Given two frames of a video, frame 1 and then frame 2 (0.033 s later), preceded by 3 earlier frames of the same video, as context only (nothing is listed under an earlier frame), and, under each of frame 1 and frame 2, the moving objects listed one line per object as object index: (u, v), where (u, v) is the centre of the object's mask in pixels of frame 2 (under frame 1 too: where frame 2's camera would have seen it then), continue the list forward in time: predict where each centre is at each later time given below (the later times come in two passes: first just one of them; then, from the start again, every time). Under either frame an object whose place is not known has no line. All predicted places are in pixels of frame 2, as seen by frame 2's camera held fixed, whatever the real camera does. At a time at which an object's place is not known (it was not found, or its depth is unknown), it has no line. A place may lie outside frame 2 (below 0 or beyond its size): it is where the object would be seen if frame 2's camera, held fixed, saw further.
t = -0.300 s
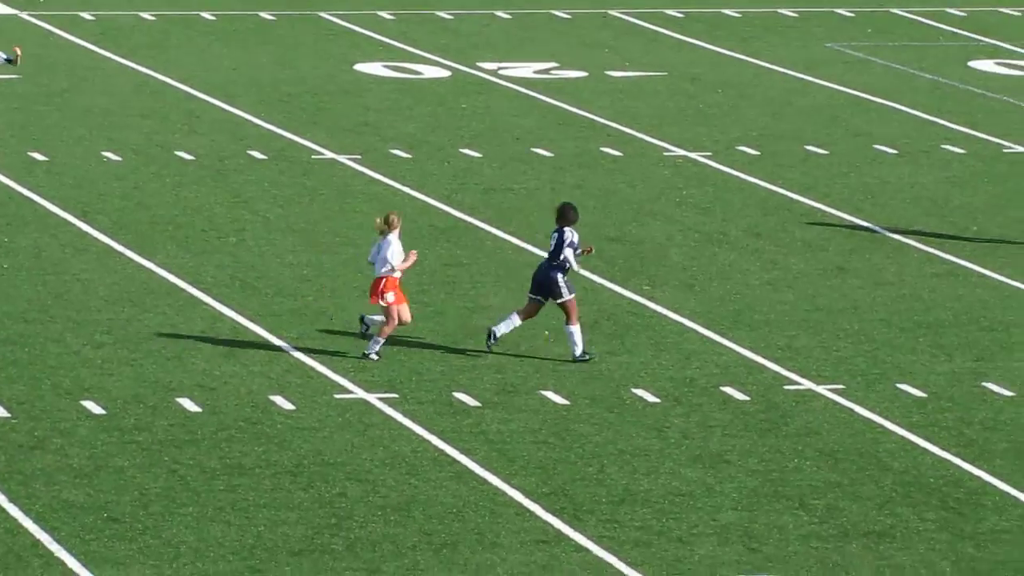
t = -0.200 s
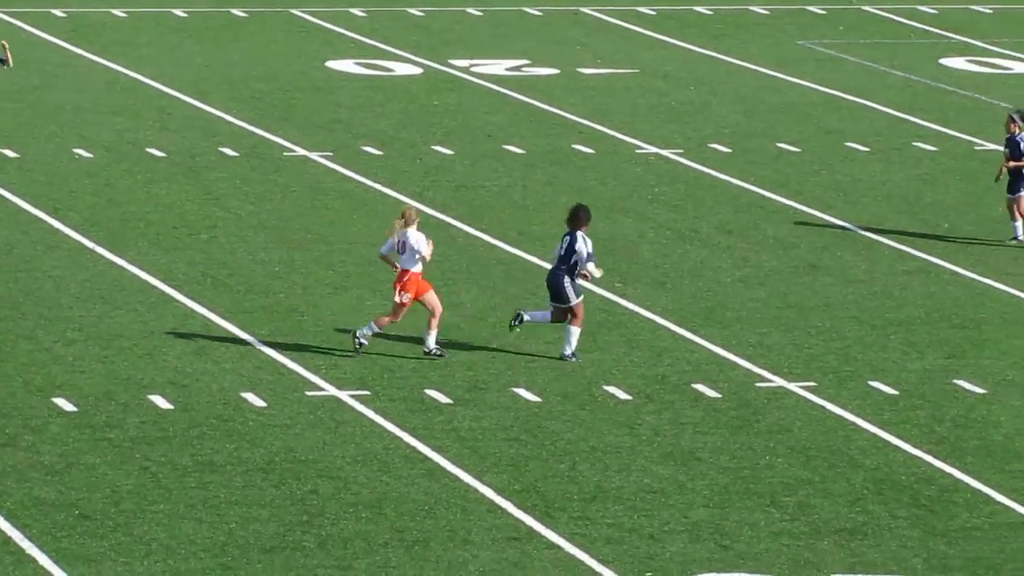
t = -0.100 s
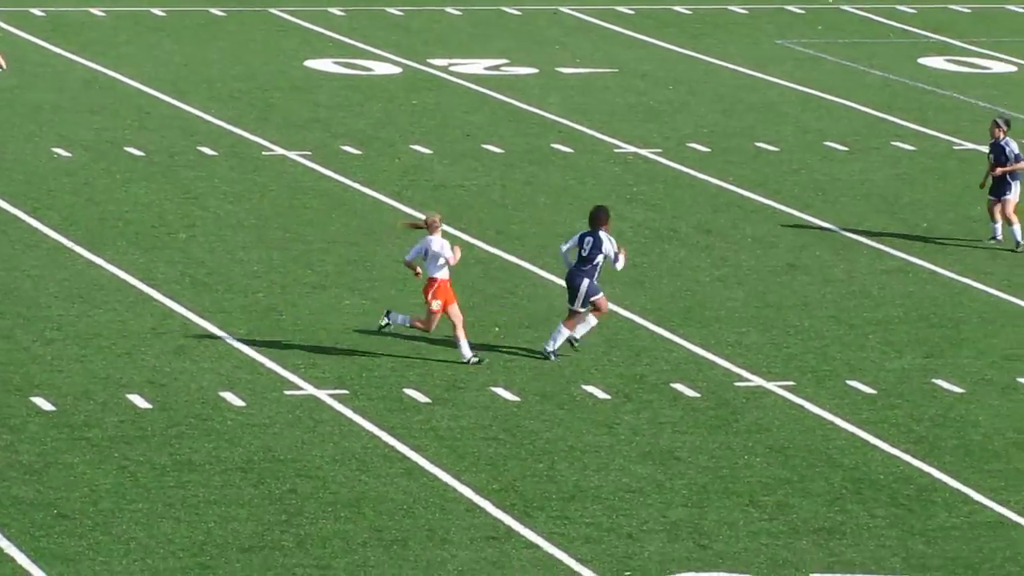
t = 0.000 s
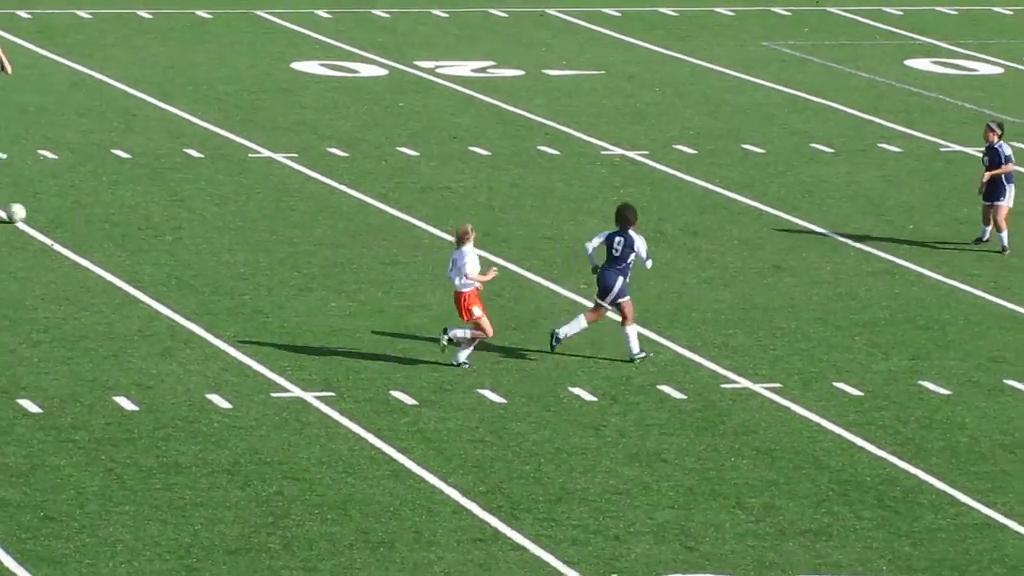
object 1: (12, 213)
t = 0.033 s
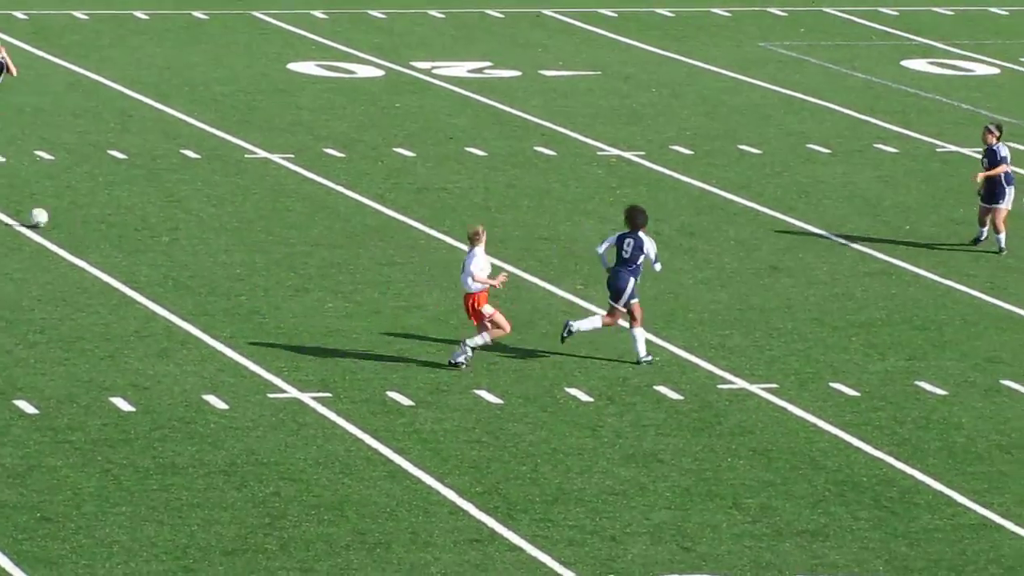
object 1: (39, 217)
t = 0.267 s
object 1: (200, 238)
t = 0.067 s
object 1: (63, 222)
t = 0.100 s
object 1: (87, 223)
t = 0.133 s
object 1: (110, 225)
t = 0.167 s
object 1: (133, 226)
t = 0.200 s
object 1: (156, 229)
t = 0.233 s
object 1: (177, 234)
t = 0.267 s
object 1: (200, 238)
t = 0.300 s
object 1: (220, 239)
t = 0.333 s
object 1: (238, 241)
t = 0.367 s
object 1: (257, 243)
